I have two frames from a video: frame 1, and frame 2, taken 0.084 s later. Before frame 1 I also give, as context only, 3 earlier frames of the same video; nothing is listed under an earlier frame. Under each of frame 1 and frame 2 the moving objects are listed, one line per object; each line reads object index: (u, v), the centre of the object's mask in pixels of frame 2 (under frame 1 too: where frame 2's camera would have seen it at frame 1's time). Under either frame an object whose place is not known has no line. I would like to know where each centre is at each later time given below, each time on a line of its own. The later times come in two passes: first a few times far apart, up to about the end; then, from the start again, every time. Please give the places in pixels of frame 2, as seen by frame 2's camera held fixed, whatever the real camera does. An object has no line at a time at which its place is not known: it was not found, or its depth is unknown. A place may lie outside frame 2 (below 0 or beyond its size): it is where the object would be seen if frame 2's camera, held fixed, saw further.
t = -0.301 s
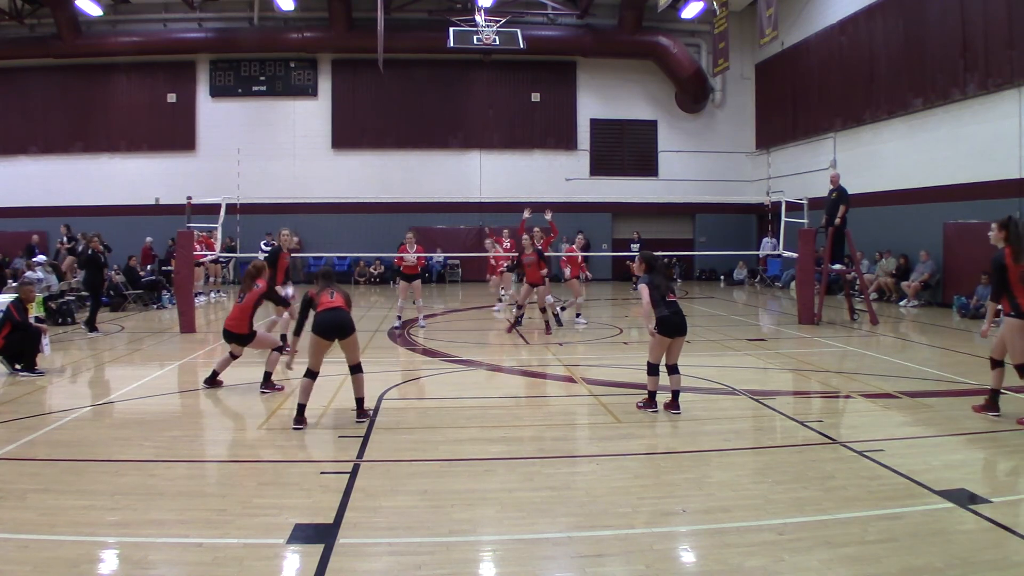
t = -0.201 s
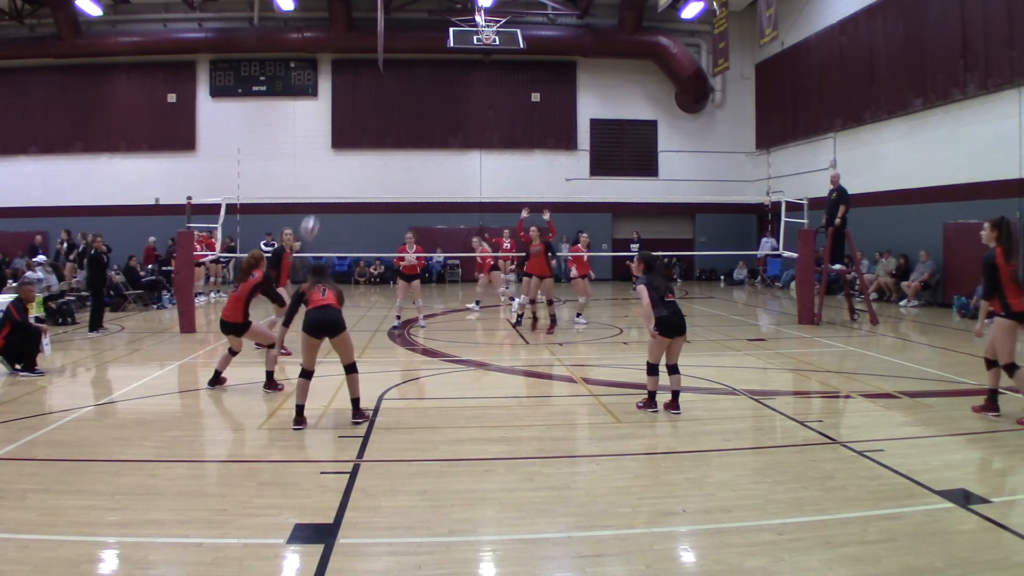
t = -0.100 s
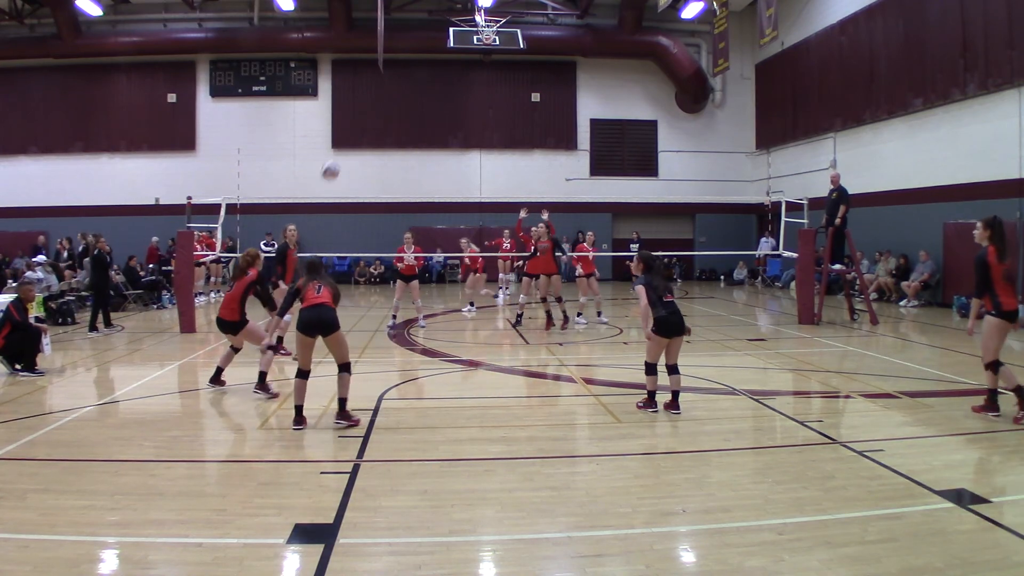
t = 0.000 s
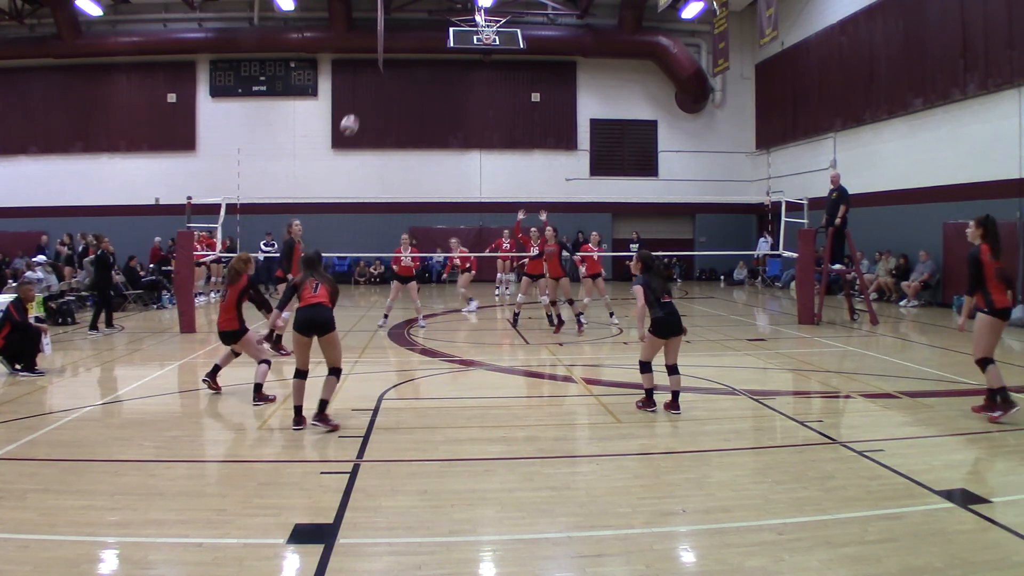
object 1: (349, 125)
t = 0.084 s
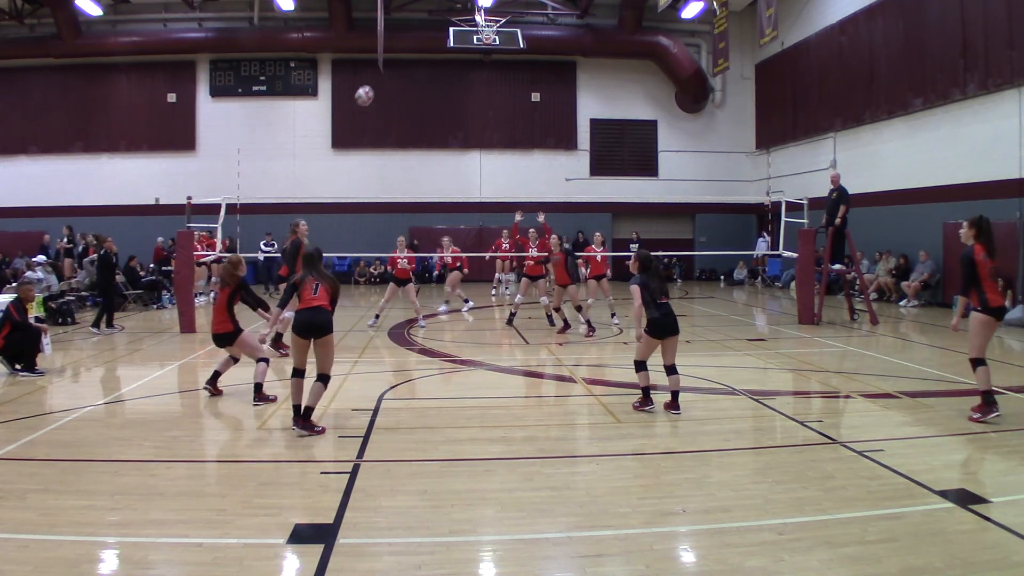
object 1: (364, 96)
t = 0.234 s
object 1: (389, 61)
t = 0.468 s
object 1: (423, 44)
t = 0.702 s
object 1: (451, 64)
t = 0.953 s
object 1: (478, 120)
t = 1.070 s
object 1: (489, 155)
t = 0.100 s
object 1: (367, 91)
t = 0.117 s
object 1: (370, 86)
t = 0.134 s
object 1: (373, 82)
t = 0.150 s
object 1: (376, 78)
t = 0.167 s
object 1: (379, 74)
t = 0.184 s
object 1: (381, 70)
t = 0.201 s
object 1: (384, 67)
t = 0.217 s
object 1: (387, 63)
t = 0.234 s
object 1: (389, 61)
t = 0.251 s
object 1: (392, 59)
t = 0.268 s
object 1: (395, 56)
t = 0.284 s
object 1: (397, 54)
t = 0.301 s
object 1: (400, 52)
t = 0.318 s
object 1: (402, 50)
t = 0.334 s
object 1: (405, 48)
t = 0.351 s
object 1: (407, 47)
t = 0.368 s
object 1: (409, 46)
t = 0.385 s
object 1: (412, 45)
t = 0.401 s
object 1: (414, 44)
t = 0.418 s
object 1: (416, 44)
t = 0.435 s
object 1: (418, 44)
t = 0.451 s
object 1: (421, 43)
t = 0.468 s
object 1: (423, 44)
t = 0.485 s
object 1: (425, 44)
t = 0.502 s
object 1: (427, 45)
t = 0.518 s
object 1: (429, 45)
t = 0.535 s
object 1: (432, 46)
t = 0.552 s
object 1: (434, 47)
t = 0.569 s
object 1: (436, 48)
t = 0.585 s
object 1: (438, 49)
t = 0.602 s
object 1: (439, 51)
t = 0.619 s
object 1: (442, 53)
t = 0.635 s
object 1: (444, 55)
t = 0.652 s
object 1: (446, 57)
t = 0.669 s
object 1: (447, 59)
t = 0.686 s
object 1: (449, 61)
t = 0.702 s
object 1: (451, 64)
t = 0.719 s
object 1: (453, 67)
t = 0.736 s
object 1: (455, 69)
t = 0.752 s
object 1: (457, 72)
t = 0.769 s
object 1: (459, 75)
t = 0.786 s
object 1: (461, 79)
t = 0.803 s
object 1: (462, 82)
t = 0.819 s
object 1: (464, 86)
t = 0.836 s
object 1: (466, 90)
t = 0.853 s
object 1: (468, 94)
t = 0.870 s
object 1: (470, 98)
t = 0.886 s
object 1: (471, 102)
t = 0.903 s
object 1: (473, 106)
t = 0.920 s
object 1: (475, 110)
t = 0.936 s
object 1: (476, 115)
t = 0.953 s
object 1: (478, 120)
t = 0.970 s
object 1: (480, 124)
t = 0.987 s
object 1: (481, 129)
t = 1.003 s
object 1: (483, 134)
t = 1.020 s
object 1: (484, 140)
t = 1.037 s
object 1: (486, 144)
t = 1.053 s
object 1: (487, 150)
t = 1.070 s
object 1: (489, 155)
